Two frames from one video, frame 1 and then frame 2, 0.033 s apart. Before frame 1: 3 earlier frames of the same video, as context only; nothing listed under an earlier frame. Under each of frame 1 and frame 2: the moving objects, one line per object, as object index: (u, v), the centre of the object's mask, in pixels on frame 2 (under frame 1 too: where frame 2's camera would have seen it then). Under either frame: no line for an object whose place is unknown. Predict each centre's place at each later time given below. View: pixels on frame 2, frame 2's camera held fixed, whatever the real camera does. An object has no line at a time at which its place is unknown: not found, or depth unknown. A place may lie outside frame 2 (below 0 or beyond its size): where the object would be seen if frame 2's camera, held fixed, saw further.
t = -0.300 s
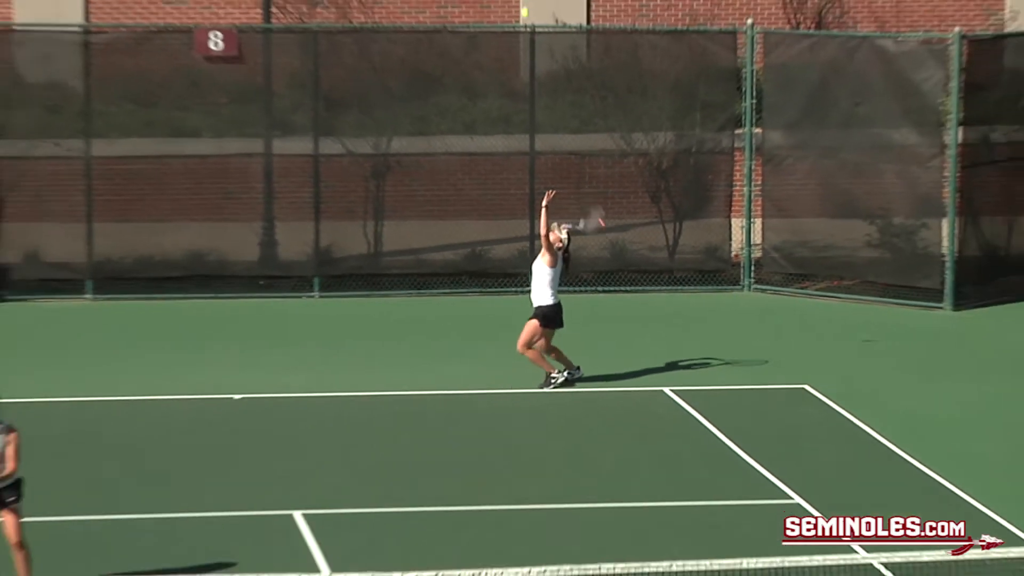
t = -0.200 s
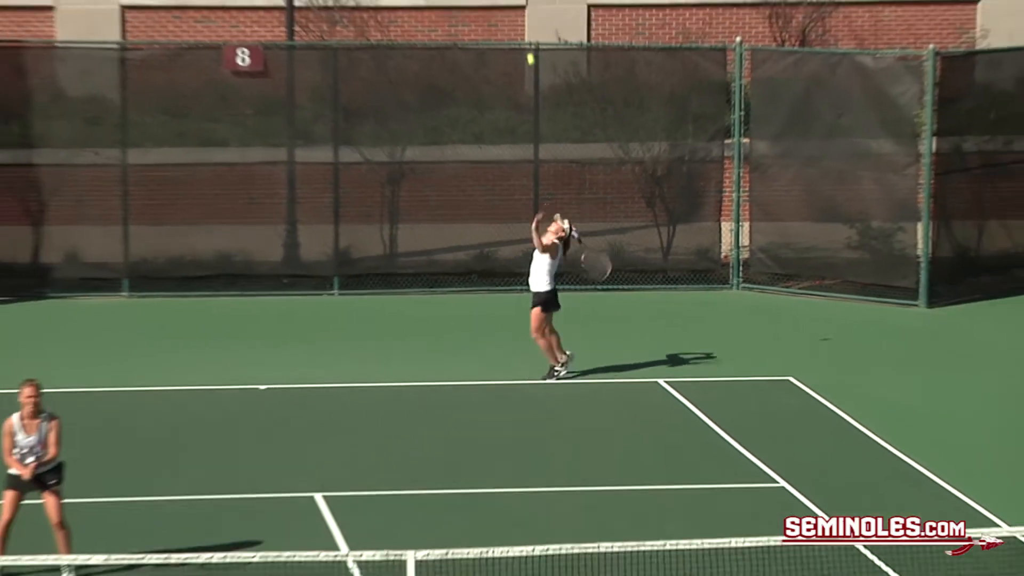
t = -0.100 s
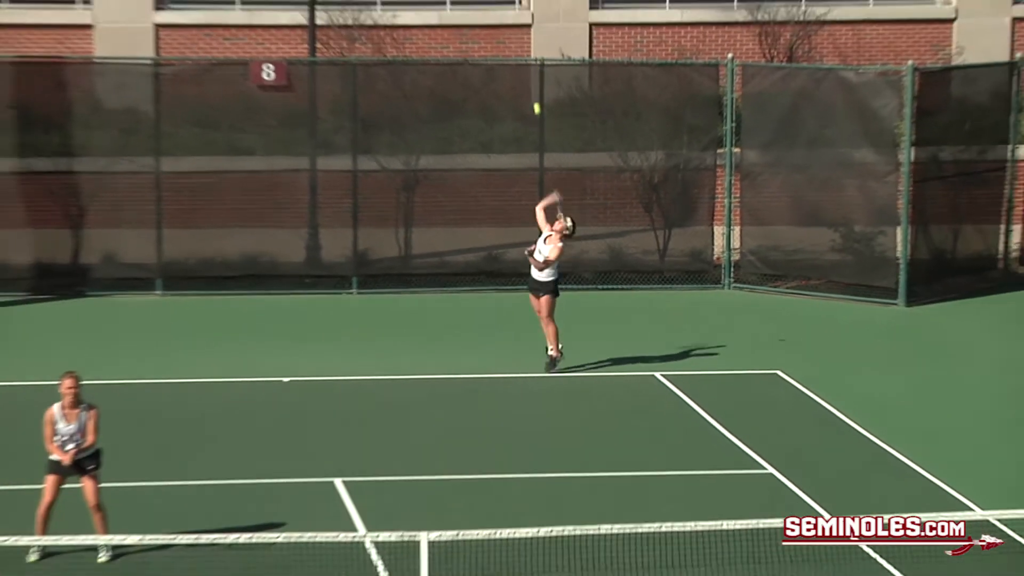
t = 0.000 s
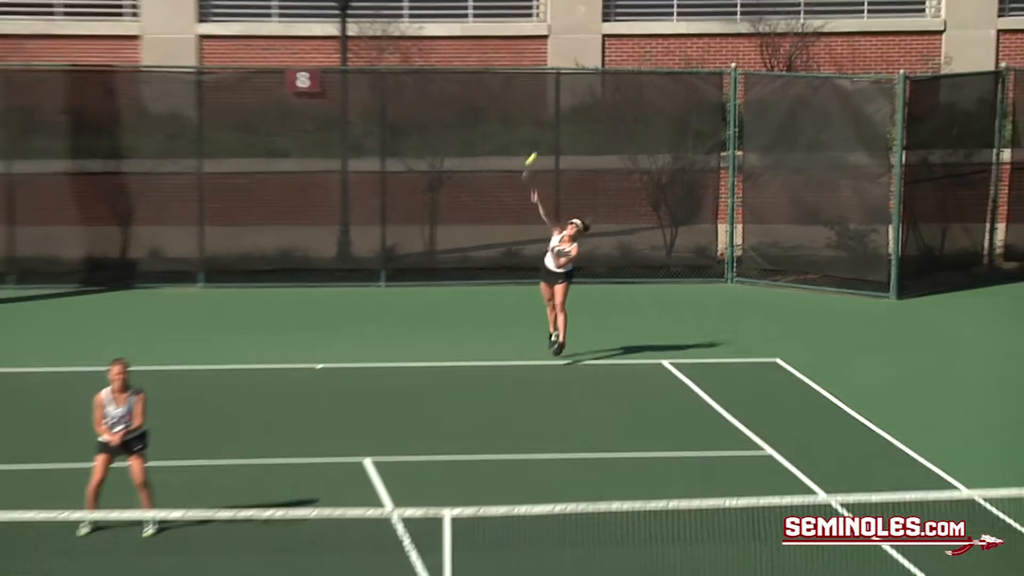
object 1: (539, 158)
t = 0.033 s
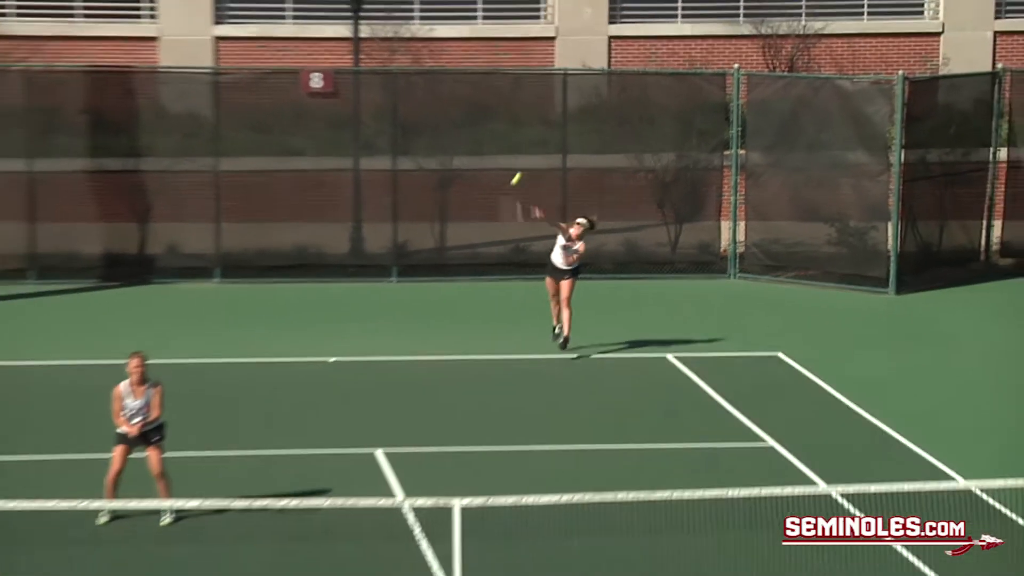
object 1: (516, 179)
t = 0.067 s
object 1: (493, 202)
